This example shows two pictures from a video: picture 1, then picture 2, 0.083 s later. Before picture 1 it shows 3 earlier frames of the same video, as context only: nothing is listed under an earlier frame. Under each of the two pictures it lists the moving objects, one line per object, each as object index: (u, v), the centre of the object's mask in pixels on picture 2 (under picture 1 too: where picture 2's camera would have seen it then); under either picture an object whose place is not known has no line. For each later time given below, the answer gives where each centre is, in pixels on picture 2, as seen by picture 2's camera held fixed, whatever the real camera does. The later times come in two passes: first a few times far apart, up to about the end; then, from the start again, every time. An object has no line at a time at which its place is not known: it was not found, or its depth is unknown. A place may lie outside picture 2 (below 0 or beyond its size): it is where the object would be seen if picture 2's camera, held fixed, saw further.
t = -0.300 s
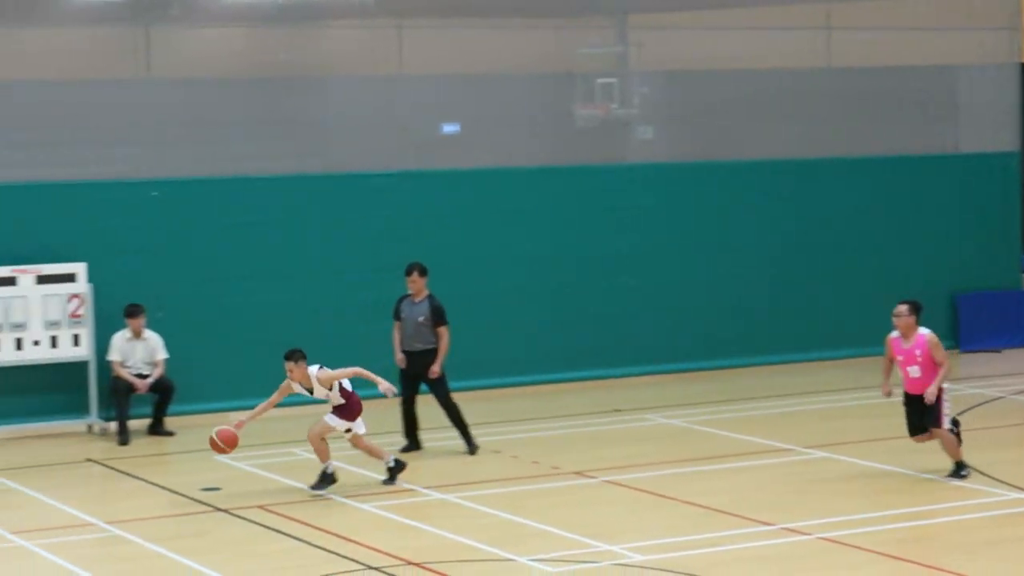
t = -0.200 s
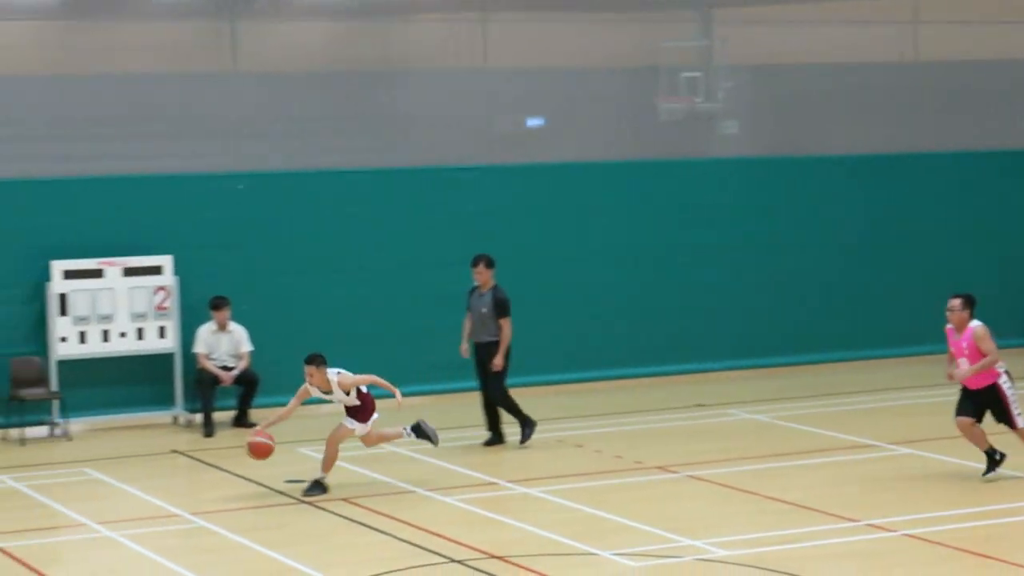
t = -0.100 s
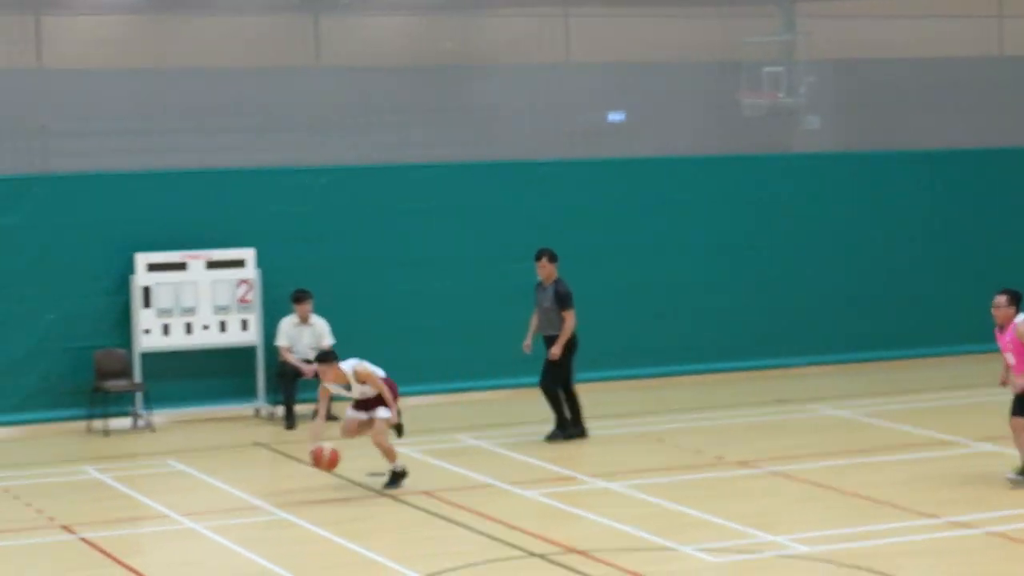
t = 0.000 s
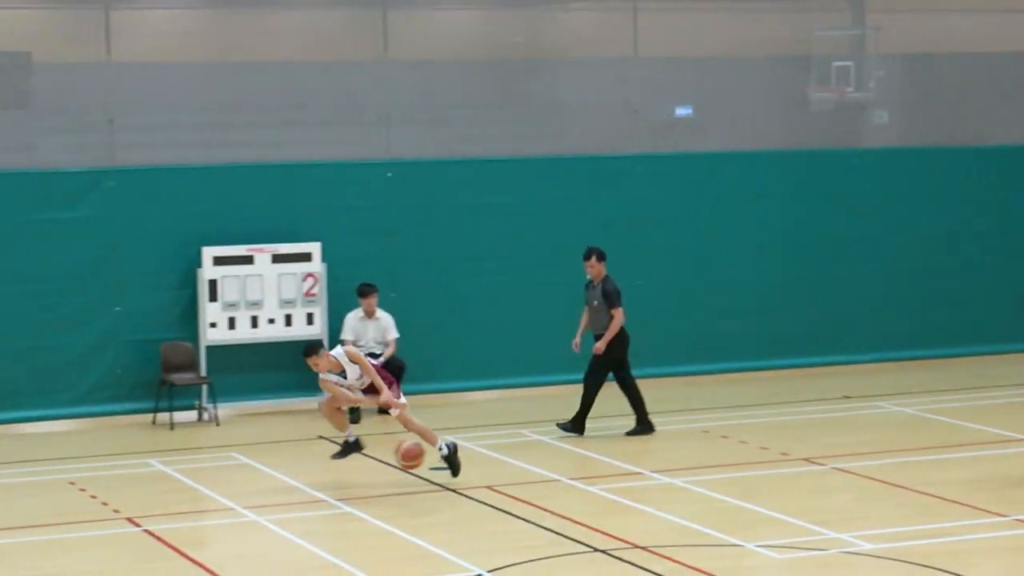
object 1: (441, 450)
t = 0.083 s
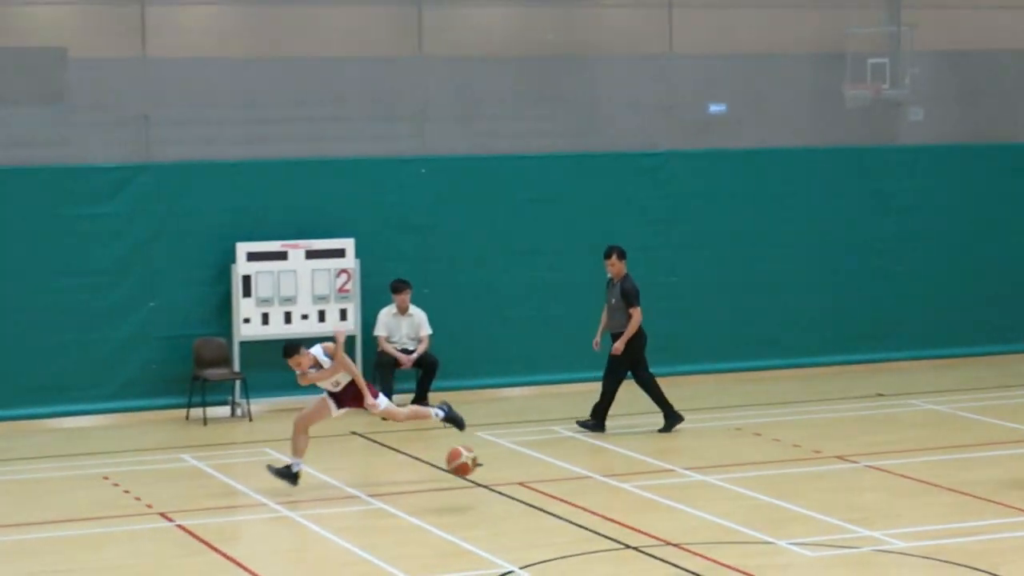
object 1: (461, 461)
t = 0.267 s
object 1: (505, 517)
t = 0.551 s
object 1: (539, 521)
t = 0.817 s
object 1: (575, 553)
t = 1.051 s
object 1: (609, 588)
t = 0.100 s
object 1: (465, 464)
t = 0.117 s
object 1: (469, 468)
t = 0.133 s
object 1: (474, 472)
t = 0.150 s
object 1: (477, 476)
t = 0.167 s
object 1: (481, 481)
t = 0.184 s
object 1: (485, 487)
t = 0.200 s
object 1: (489, 493)
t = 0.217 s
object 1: (493, 499)
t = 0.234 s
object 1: (498, 505)
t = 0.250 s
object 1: (502, 512)
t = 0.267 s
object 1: (505, 517)
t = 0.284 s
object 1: (507, 515)
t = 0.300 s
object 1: (509, 512)
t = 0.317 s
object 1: (510, 510)
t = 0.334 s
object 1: (512, 508)
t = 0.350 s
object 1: (514, 507)
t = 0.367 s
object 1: (517, 506)
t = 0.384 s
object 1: (519, 505)
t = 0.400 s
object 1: (521, 505)
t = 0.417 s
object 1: (523, 506)
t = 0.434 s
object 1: (524, 507)
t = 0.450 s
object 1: (527, 507)
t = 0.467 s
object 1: (529, 509)
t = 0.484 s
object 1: (531, 510)
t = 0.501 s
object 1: (533, 513)
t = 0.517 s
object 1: (535, 515)
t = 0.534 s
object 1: (537, 519)
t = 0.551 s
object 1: (539, 521)
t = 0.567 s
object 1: (541, 525)
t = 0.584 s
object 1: (543, 530)
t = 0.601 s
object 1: (546, 534)
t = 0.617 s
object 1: (548, 539)
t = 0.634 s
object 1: (551, 546)
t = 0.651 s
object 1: (553, 552)
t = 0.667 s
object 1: (555, 554)
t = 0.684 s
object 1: (557, 553)
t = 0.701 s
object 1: (559, 551)
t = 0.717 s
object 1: (561, 550)
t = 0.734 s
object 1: (563, 550)
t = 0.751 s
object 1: (565, 549)
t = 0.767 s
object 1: (567, 550)
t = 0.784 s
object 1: (570, 550)
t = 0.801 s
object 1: (573, 551)
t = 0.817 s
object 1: (575, 553)
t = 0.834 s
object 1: (577, 555)
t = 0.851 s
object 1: (580, 559)
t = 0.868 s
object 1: (582, 560)
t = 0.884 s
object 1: (585, 563)
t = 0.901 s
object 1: (587, 568)
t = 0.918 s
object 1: (589, 571)
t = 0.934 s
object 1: (592, 576)
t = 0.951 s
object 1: (594, 582)
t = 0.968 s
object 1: (596, 587)
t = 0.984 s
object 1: (598, 589)
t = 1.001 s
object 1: (601, 588)
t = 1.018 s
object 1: (603, 587)
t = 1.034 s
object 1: (606, 587)
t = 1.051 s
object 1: (609, 588)
